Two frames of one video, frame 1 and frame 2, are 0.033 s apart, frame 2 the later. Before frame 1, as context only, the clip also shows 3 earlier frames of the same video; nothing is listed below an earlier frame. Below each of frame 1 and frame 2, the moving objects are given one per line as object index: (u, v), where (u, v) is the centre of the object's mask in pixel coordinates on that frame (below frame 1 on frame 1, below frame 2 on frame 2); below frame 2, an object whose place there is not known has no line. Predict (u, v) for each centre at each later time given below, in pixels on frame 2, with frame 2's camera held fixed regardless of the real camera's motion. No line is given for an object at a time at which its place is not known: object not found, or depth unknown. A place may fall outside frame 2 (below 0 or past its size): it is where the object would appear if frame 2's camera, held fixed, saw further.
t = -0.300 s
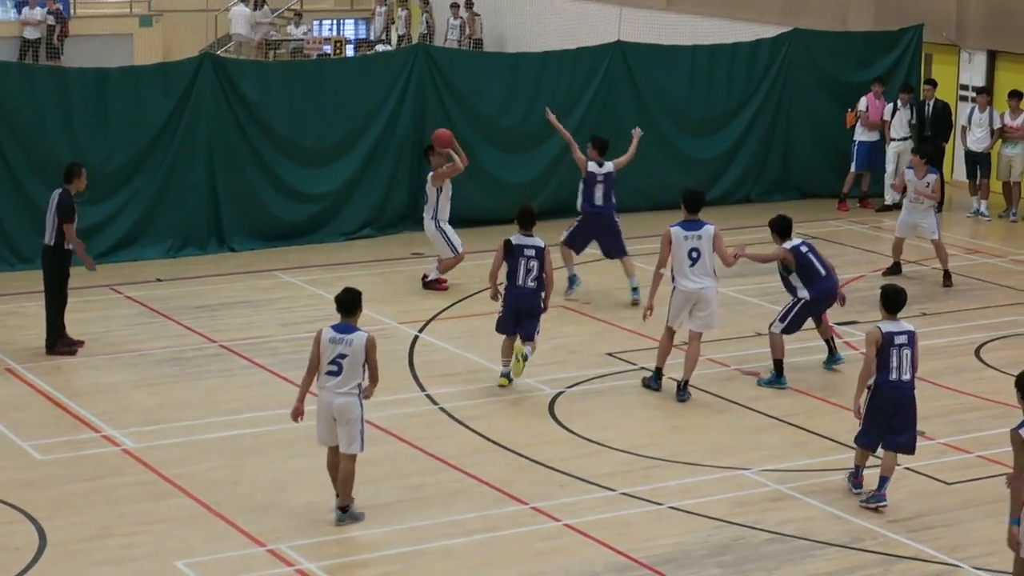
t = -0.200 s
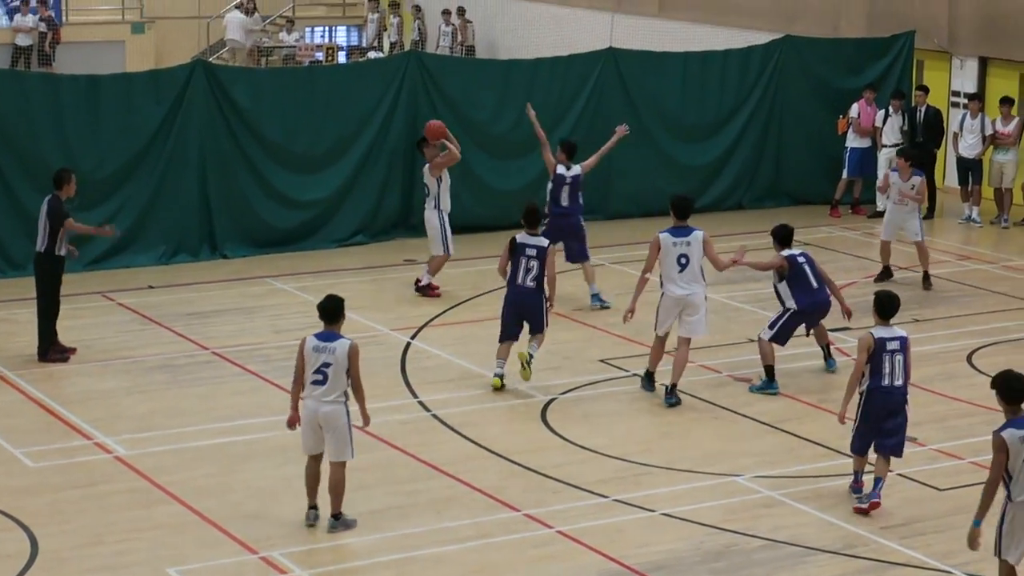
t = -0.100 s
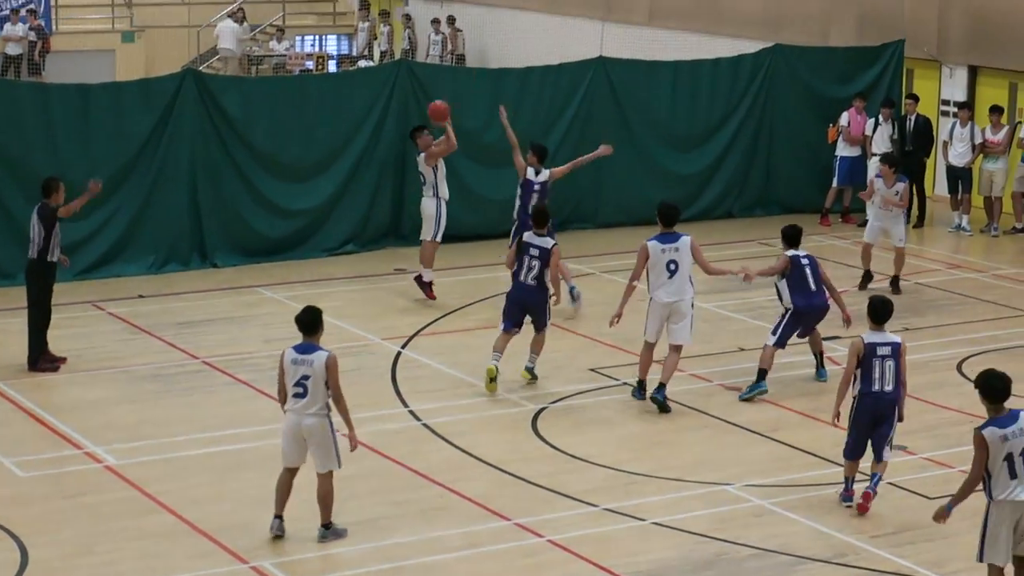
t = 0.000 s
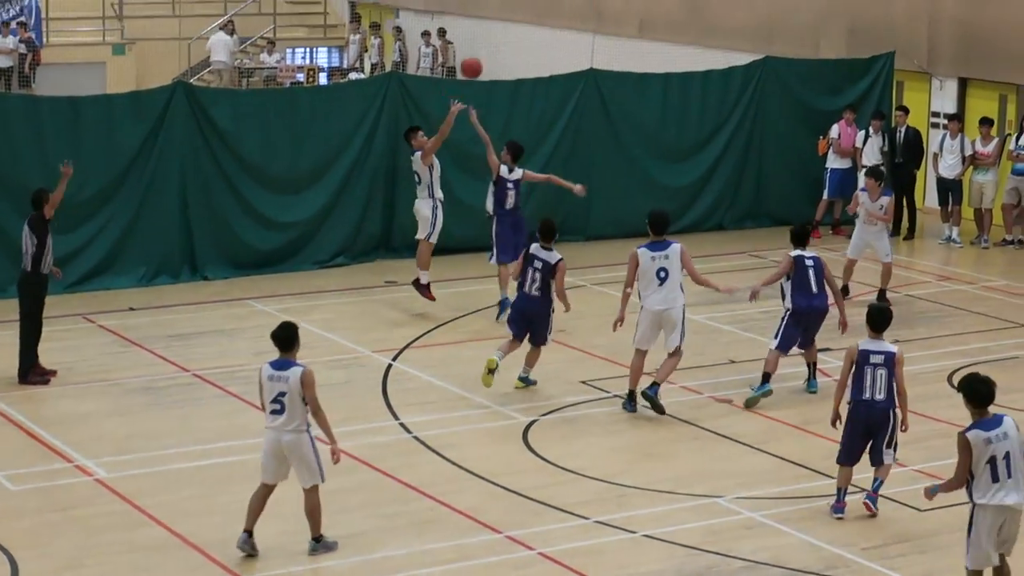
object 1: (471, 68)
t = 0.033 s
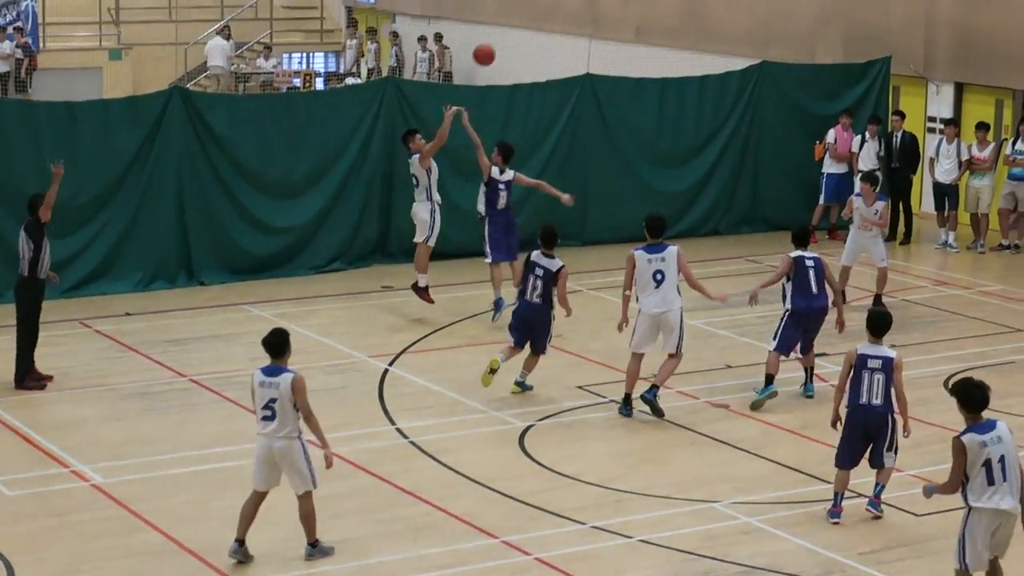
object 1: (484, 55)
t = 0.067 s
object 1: (500, 37)
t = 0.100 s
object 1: (516, 22)
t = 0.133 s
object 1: (533, 7)
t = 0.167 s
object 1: (549, -8)
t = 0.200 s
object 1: (566, -20)
